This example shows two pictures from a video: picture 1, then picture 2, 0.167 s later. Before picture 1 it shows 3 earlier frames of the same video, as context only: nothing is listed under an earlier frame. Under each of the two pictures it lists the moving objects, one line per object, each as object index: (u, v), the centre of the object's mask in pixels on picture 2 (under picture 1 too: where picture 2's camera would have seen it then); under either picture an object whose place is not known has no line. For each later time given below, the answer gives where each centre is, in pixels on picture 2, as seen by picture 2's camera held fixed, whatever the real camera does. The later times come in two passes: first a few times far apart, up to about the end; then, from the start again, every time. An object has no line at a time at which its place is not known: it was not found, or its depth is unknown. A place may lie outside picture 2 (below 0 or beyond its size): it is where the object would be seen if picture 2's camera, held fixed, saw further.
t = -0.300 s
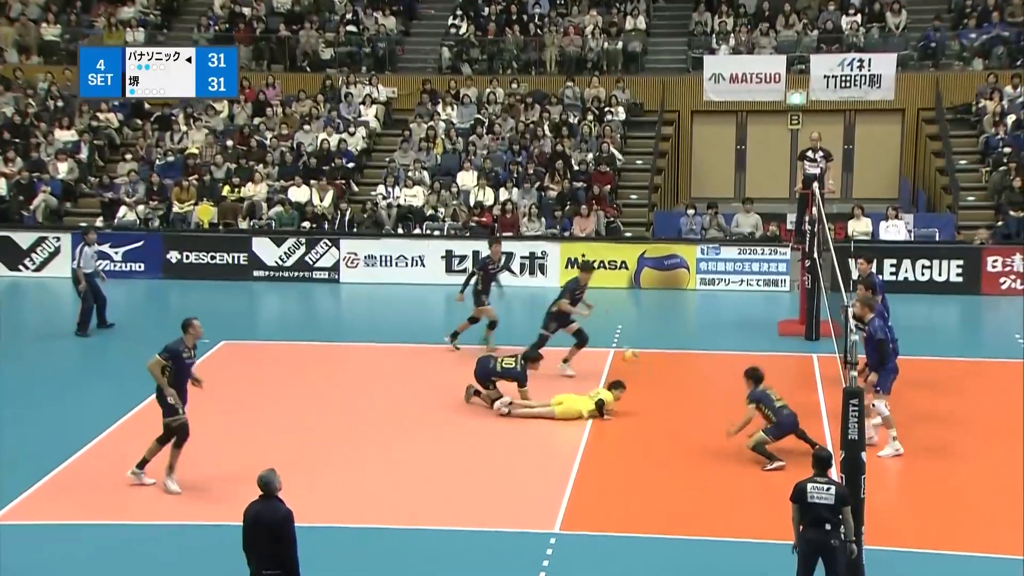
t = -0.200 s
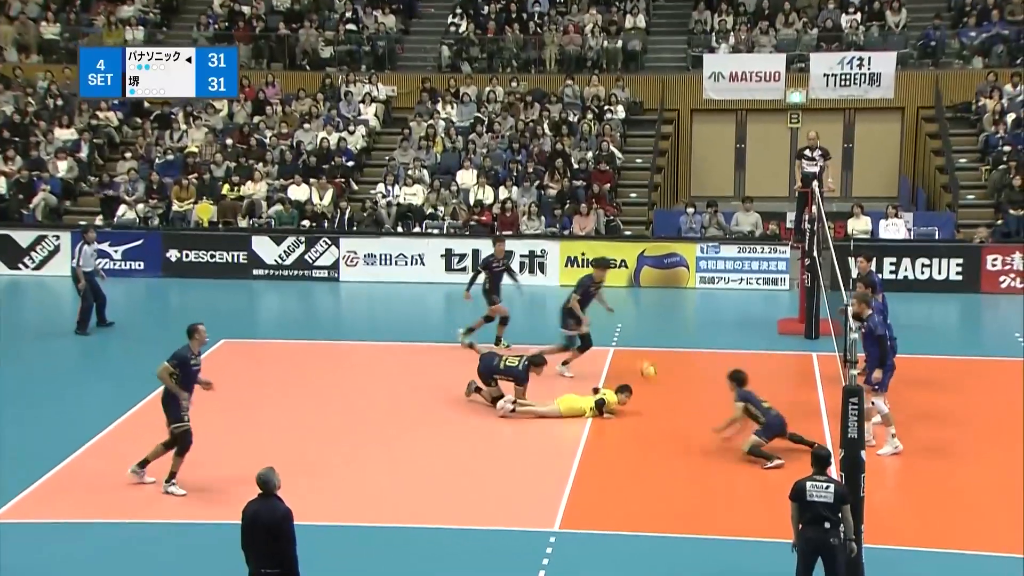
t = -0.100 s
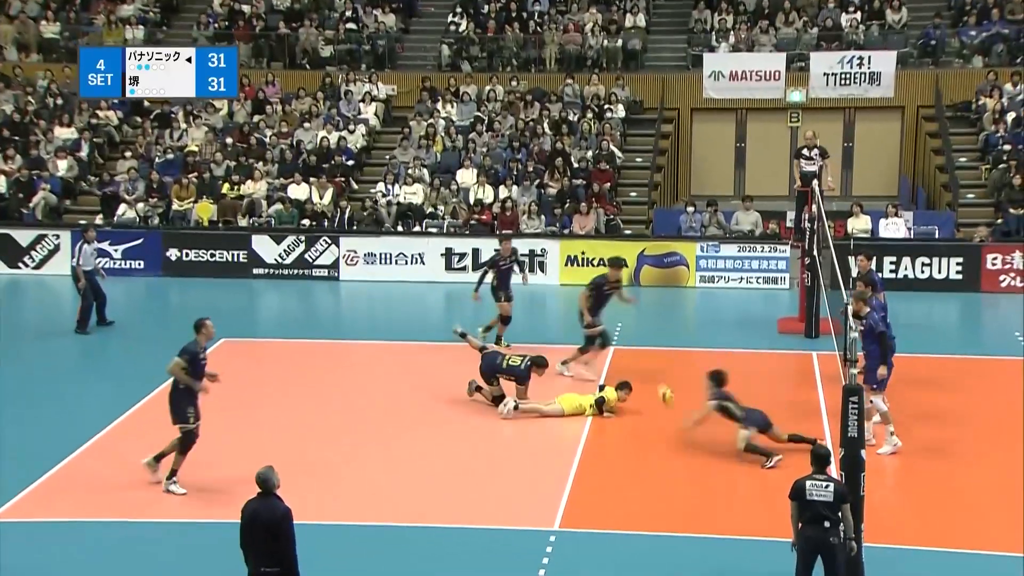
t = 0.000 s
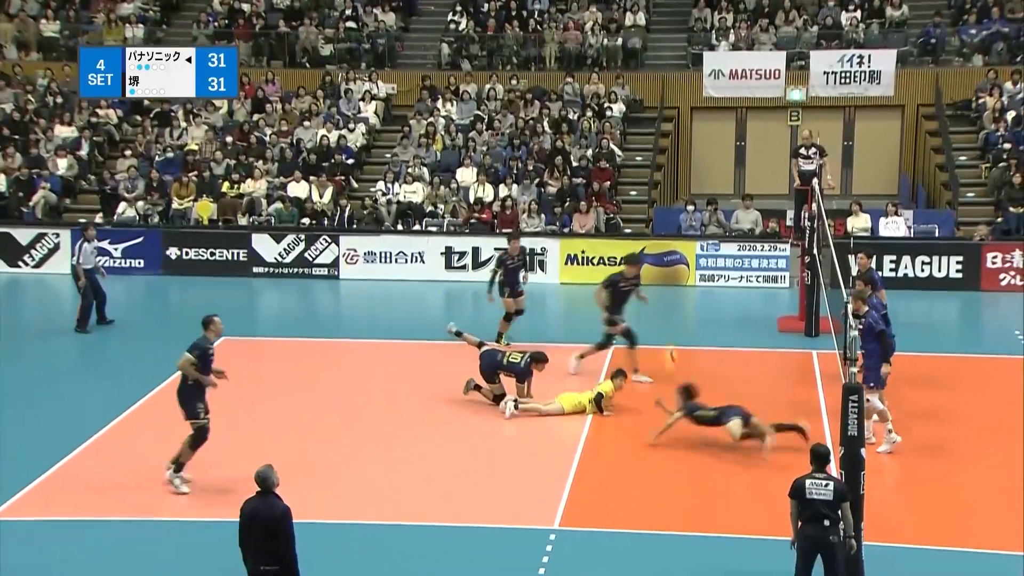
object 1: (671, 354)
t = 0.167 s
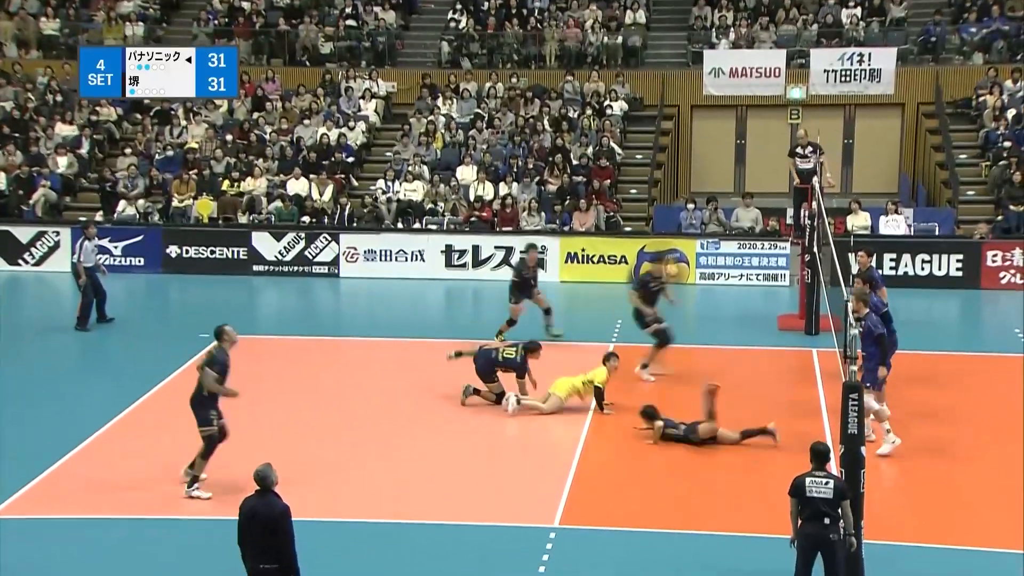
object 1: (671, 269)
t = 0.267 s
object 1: (670, 227)
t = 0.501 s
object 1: (672, 162)
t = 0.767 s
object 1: (674, 140)
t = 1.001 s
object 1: (673, 166)
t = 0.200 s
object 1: (669, 256)
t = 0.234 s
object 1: (670, 239)
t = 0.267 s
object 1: (670, 227)
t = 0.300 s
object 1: (670, 214)
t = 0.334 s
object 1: (671, 204)
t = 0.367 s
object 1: (672, 195)
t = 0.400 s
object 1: (672, 184)
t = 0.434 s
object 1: (672, 175)
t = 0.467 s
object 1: (672, 170)
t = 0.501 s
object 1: (672, 162)
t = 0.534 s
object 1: (673, 156)
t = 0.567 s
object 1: (673, 150)
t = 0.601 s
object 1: (673, 147)
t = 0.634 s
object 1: (673, 144)
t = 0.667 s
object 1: (673, 142)
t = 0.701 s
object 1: (673, 141)
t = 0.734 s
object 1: (673, 140)
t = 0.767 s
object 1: (674, 140)
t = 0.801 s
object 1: (674, 141)
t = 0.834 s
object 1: (673, 144)
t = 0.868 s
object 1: (674, 145)
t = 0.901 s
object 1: (674, 150)
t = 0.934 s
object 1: (674, 154)
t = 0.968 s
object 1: (674, 159)
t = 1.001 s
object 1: (673, 166)
